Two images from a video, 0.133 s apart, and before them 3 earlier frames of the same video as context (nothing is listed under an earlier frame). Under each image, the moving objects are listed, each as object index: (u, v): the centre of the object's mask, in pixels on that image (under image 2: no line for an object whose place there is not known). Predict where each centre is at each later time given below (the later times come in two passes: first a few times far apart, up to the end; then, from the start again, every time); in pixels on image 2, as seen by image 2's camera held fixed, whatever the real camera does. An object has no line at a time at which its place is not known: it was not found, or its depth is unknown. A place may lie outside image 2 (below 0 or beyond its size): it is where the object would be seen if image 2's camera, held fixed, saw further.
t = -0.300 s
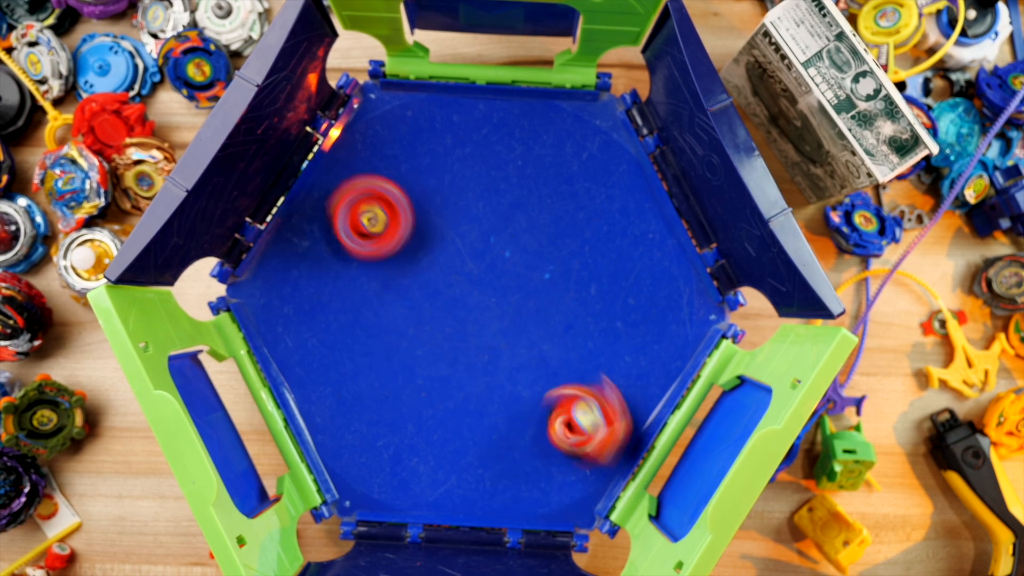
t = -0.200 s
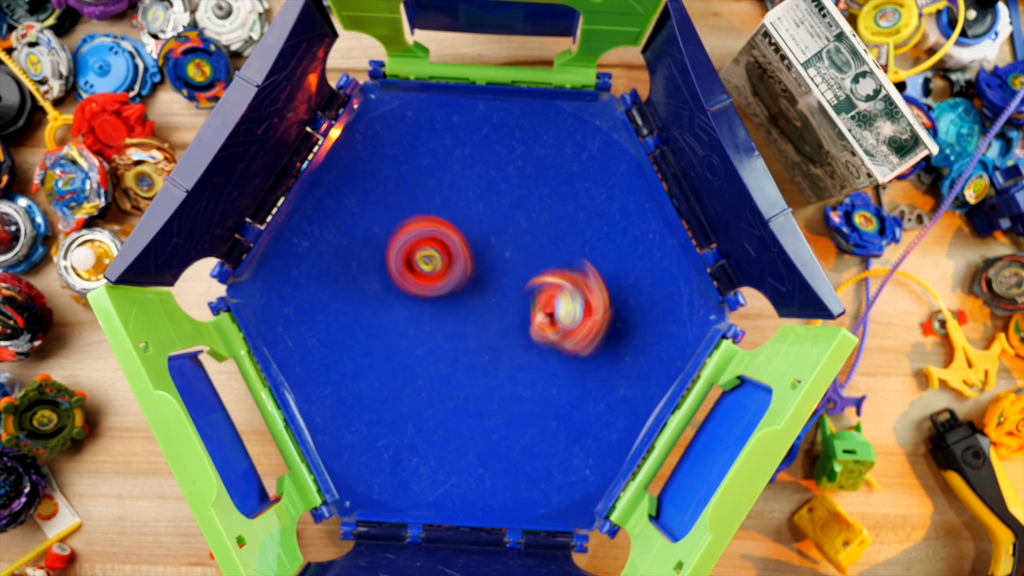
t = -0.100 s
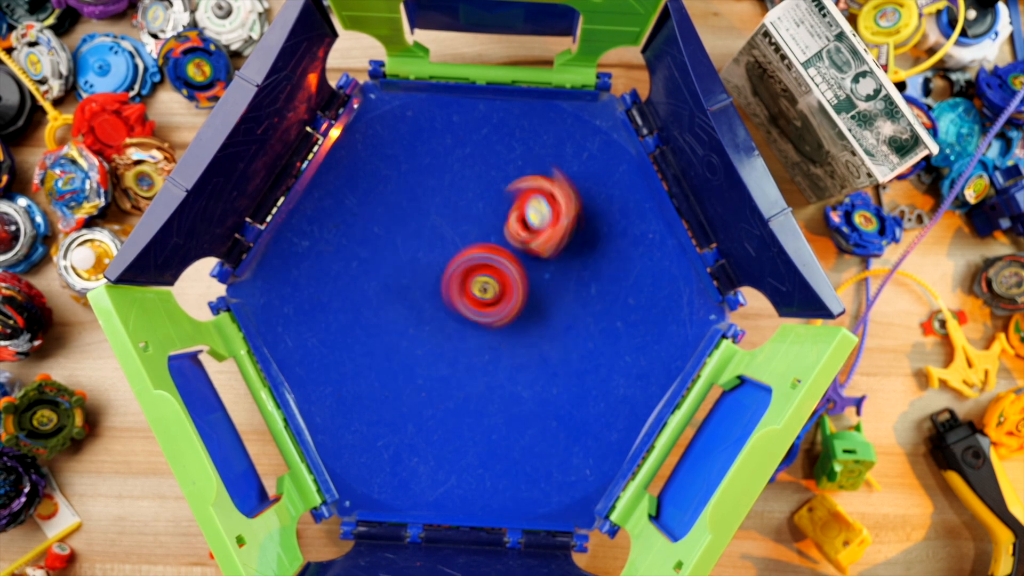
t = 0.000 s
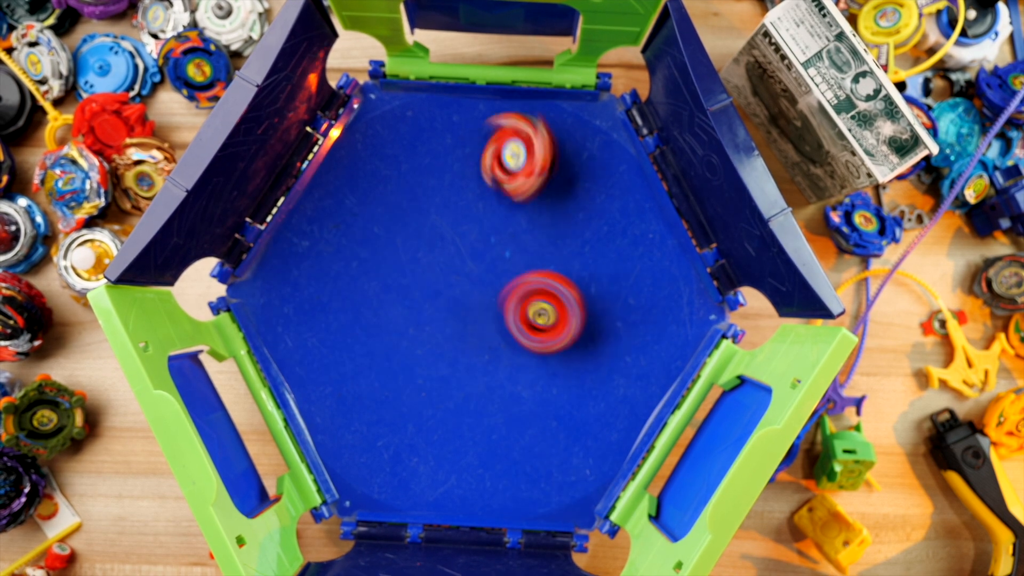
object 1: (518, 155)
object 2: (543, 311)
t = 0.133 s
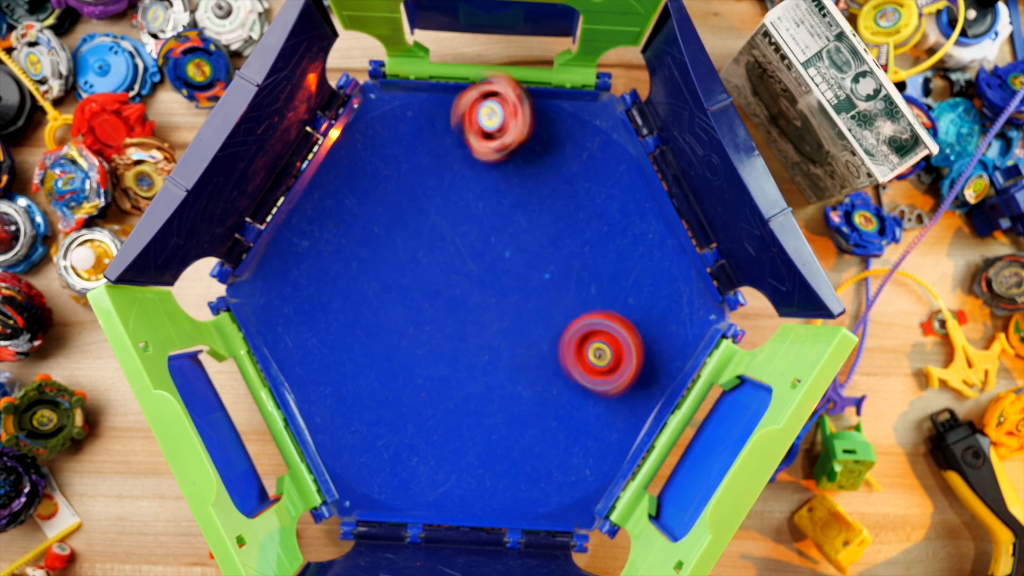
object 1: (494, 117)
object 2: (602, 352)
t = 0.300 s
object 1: (486, 135)
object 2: (615, 382)
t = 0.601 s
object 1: (469, 226)
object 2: (529, 389)
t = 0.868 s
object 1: (448, 289)
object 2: (379, 366)
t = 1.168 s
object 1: (466, 312)
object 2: (335, 267)
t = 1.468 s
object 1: (475, 339)
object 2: (442, 192)
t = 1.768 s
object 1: (479, 337)
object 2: (579, 231)
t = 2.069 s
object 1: (480, 335)
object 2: (587, 354)
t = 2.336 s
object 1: (479, 330)
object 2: (492, 424)
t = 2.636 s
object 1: (480, 335)
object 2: (365, 356)
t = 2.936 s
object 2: (383, 216)
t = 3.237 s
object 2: (514, 188)
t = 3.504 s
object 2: (585, 285)
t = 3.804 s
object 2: (532, 395)
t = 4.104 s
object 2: (437, 397)
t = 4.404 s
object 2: (342, 265)
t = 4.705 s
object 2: (410, 175)
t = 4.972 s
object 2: (516, 211)
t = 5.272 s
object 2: (541, 275)
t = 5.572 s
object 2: (479, 287)
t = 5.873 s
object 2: (470, 259)
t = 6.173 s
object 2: (470, 279)
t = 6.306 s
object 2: (461, 282)
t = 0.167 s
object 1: (489, 117)
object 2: (611, 361)
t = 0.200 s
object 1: (487, 117)
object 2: (616, 369)
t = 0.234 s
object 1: (483, 120)
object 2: (618, 374)
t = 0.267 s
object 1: (482, 126)
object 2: (617, 379)
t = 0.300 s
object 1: (486, 135)
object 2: (615, 382)
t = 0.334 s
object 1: (487, 141)
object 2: (611, 384)
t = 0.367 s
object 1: (488, 149)
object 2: (605, 385)
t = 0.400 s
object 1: (486, 158)
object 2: (600, 386)
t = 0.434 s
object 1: (484, 168)
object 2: (592, 386)
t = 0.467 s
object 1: (482, 179)
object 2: (582, 387)
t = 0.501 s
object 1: (479, 191)
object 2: (572, 387)
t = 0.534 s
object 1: (476, 202)
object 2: (559, 388)
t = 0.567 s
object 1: (473, 214)
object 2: (545, 388)
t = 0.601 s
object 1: (469, 226)
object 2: (529, 389)
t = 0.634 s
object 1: (463, 238)
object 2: (510, 389)
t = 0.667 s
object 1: (459, 249)
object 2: (491, 389)
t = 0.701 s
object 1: (455, 258)
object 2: (472, 389)
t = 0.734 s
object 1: (451, 267)
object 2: (452, 387)
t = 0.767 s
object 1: (448, 274)
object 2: (433, 384)
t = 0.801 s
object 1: (447, 280)
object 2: (414, 380)
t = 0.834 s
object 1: (447, 285)
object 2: (396, 374)
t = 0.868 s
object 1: (448, 289)
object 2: (379, 366)
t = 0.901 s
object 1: (447, 293)
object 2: (364, 357)
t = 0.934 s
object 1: (448, 296)
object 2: (352, 347)
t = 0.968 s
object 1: (450, 298)
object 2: (342, 337)
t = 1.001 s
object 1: (452, 299)
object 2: (335, 325)
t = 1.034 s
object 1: (455, 302)
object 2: (330, 313)
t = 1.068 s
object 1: (458, 304)
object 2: (329, 302)
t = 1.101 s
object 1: (460, 307)
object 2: (329, 290)
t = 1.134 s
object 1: (462, 309)
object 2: (331, 279)
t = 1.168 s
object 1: (466, 312)
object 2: (335, 267)
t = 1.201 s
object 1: (469, 315)
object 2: (341, 256)
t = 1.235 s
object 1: (471, 318)
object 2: (349, 247)
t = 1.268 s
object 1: (473, 322)
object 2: (358, 237)
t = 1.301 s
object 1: (476, 327)
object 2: (368, 227)
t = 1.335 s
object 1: (477, 333)
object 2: (381, 218)
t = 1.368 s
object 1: (476, 338)
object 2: (395, 210)
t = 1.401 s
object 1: (475, 340)
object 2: (409, 204)
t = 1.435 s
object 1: (475, 340)
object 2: (425, 197)
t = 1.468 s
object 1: (475, 339)
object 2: (442, 192)
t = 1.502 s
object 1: (477, 337)
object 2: (460, 190)
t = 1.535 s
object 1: (479, 334)
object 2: (478, 189)
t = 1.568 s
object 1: (479, 330)
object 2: (495, 190)
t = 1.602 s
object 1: (478, 329)
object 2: (512, 193)
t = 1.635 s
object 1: (478, 328)
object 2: (528, 197)
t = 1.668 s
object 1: (479, 330)
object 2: (543, 203)
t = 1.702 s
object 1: (479, 333)
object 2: (557, 211)
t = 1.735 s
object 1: (479, 336)
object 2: (569, 221)
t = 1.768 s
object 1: (479, 337)
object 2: (579, 231)
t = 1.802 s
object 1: (479, 336)
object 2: (587, 243)
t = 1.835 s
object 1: (480, 334)
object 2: (594, 255)
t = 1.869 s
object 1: (480, 332)
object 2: (598, 268)
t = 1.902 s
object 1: (479, 331)
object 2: (601, 283)
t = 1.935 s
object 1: (479, 331)
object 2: (602, 298)
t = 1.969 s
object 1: (480, 332)
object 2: (601, 312)
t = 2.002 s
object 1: (480, 333)
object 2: (598, 326)
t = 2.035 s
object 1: (480, 334)
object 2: (594, 340)
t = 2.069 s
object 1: (480, 335)
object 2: (587, 354)
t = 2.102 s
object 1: (479, 336)
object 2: (580, 366)
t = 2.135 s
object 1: (480, 335)
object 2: (570, 378)
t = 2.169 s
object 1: (480, 334)
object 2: (560, 389)
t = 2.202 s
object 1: (480, 334)
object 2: (547, 399)
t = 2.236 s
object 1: (480, 333)
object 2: (535, 408)
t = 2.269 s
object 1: (480, 332)
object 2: (521, 414)
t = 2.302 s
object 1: (479, 331)
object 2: (507, 421)
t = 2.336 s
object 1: (479, 330)
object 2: (492, 424)
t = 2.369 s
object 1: (479, 330)
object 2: (476, 427)
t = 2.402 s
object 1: (479, 330)
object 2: (460, 426)
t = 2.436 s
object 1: (480, 331)
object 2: (443, 423)
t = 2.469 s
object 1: (480, 333)
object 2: (427, 418)
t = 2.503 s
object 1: (480, 334)
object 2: (412, 409)
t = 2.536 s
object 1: (480, 334)
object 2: (397, 399)
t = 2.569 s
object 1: (480, 335)
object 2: (384, 386)
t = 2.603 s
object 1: (480, 336)
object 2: (374, 372)
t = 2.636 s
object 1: (480, 335)
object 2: (365, 356)
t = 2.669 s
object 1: (480, 335)
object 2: (359, 340)
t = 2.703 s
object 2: (354, 323)
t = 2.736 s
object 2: (352, 307)
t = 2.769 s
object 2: (352, 289)
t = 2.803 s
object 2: (354, 273)
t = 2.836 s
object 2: (359, 257)
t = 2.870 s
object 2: (365, 242)
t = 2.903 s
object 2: (374, 228)
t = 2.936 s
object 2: (383, 216)
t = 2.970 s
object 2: (395, 205)
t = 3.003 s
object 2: (408, 196)
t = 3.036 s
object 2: (422, 188)
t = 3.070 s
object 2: (437, 183)
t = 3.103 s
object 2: (453, 180)
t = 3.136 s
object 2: (468, 178)
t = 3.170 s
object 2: (484, 180)
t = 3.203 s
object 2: (499, 182)
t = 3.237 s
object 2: (514, 188)
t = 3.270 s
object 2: (528, 195)
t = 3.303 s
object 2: (541, 204)
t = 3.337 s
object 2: (553, 214)
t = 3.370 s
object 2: (563, 227)
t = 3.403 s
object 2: (571, 240)
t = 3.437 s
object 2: (578, 254)
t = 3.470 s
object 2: (582, 269)
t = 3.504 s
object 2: (585, 285)
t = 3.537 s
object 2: (585, 301)
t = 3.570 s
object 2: (583, 316)
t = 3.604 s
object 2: (580, 331)
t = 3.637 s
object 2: (575, 344)
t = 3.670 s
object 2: (567, 357)
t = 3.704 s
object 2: (560, 369)
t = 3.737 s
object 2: (551, 379)
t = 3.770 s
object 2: (542, 388)
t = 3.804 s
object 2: (532, 395)
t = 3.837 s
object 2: (524, 402)
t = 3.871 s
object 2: (515, 408)
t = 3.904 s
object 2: (506, 413)
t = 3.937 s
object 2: (496, 417)
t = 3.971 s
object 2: (486, 419)
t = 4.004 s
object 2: (473, 418)
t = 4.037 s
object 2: (461, 414)
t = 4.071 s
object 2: (449, 407)
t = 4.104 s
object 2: (437, 397)
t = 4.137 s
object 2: (427, 383)
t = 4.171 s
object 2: (418, 367)
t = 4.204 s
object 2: (402, 352)
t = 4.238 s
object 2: (385, 337)
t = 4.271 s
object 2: (370, 322)
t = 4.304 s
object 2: (359, 308)
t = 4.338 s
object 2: (351, 293)
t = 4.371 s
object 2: (346, 279)
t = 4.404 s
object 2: (342, 265)
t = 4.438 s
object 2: (341, 251)
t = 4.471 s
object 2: (343, 239)
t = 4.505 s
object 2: (345, 225)
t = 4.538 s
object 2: (352, 211)
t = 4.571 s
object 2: (361, 201)
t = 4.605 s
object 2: (371, 191)
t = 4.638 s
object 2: (384, 183)
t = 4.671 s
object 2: (396, 179)
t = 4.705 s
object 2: (410, 175)
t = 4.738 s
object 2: (425, 175)
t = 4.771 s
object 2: (439, 178)
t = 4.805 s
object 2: (453, 182)
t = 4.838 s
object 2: (466, 189)
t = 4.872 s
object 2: (479, 198)
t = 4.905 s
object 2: (490, 206)
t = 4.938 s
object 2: (501, 211)
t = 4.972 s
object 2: (516, 211)
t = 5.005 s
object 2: (527, 212)
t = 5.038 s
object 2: (537, 215)
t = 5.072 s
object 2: (543, 220)
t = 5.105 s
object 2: (549, 227)
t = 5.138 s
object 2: (551, 235)
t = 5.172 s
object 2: (552, 245)
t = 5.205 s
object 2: (551, 255)
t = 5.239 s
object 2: (547, 265)
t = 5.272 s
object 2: (541, 275)
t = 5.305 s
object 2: (532, 283)
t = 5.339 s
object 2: (523, 292)
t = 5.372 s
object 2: (513, 296)
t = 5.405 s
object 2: (507, 298)
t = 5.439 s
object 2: (500, 298)
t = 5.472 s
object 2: (493, 298)
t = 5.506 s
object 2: (487, 295)
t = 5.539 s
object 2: (483, 292)
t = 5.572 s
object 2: (479, 287)
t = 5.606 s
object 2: (476, 283)
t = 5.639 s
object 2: (472, 276)
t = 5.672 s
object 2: (470, 270)
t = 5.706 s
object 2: (469, 265)
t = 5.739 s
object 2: (470, 262)
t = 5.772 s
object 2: (469, 260)
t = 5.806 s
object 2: (469, 259)
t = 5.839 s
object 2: (470, 259)
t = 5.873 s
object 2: (470, 259)
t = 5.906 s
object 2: (472, 261)
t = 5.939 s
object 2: (473, 263)
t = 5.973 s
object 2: (474, 266)
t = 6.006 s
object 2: (473, 269)
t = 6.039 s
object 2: (472, 271)
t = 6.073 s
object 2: (471, 273)
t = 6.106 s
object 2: (470, 274)
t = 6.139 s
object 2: (470, 275)
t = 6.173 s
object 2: (470, 279)
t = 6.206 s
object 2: (468, 281)
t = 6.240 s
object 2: (466, 282)
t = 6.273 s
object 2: (462, 283)
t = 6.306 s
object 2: (461, 282)
